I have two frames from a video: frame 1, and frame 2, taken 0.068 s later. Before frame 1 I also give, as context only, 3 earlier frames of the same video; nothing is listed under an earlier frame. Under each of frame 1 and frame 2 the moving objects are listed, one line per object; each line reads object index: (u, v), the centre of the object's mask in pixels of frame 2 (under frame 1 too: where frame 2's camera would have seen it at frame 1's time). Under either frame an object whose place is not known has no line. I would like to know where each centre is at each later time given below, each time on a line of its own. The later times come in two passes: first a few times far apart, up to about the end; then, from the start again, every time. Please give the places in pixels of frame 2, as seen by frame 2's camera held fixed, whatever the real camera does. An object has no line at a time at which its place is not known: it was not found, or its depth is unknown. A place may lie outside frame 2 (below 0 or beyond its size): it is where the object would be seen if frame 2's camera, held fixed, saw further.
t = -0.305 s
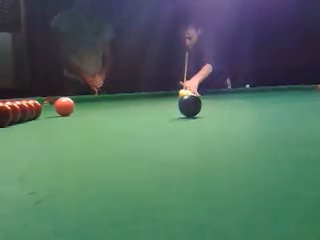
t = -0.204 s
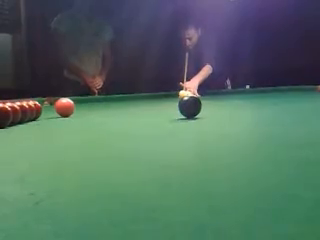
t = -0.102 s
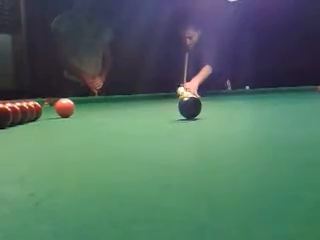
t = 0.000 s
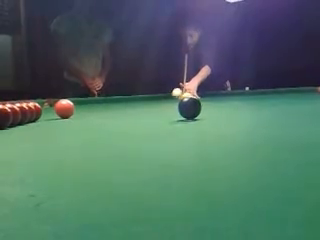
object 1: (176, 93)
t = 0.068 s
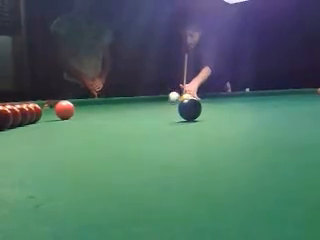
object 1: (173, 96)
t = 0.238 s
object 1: (165, 100)
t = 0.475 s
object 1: (154, 105)
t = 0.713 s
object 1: (139, 119)
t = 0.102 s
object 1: (172, 96)
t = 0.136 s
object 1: (170, 98)
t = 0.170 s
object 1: (168, 98)
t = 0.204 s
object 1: (167, 99)
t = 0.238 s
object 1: (165, 100)
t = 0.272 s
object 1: (163, 101)
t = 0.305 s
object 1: (162, 101)
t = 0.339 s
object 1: (160, 102)
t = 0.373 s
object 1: (158, 103)
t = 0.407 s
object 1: (157, 104)
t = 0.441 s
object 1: (155, 104)
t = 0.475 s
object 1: (154, 105)
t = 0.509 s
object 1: (153, 107)
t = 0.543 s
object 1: (151, 108)
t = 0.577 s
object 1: (150, 110)
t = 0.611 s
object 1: (148, 112)
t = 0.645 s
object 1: (145, 114)
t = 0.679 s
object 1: (142, 116)
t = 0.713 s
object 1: (139, 119)
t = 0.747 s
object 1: (134, 122)
